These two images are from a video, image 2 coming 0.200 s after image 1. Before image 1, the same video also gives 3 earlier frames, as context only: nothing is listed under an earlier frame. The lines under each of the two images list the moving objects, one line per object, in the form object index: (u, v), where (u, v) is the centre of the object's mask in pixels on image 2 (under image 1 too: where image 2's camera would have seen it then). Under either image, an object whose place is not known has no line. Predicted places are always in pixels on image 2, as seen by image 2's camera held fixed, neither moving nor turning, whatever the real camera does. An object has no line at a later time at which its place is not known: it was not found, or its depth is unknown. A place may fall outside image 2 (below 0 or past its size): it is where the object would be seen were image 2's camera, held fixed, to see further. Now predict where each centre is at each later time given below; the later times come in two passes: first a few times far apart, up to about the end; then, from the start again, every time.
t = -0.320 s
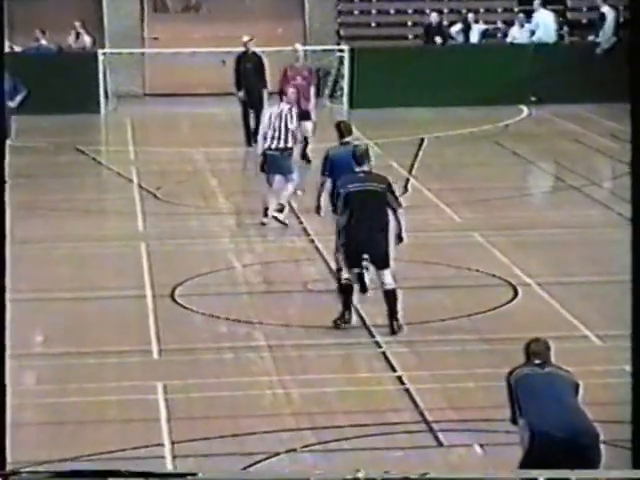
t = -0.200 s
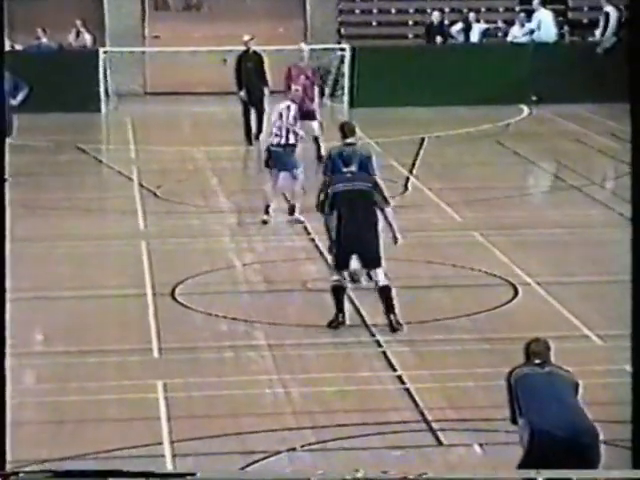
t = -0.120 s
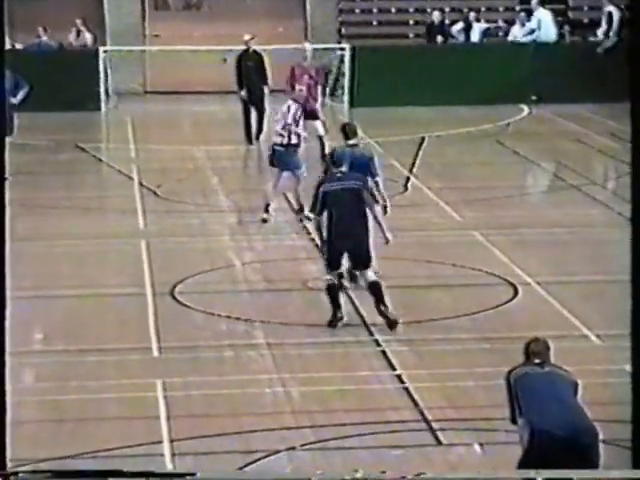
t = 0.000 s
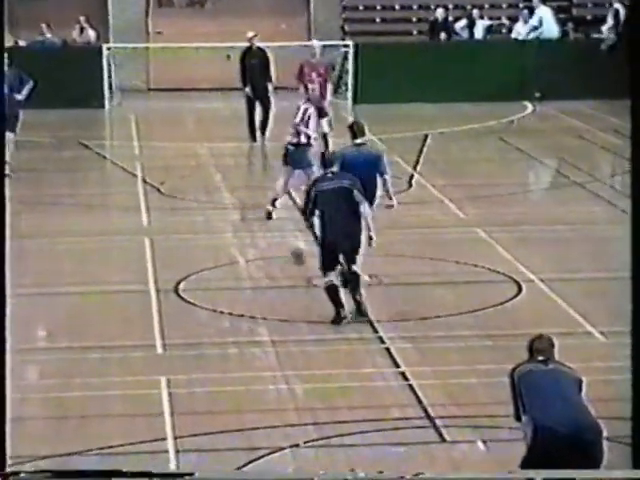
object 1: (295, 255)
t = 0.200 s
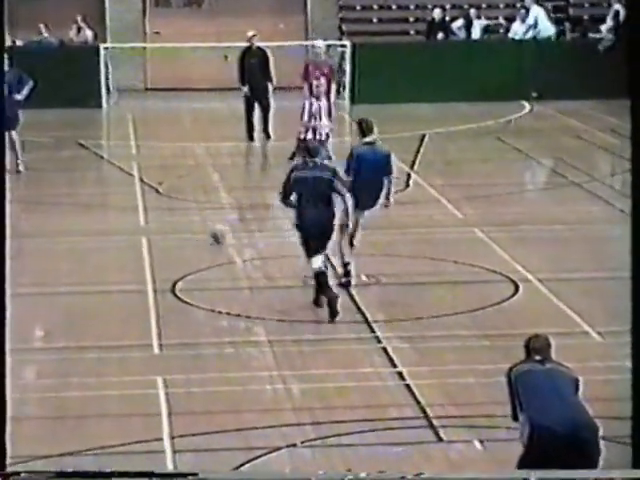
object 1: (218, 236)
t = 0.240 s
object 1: (204, 230)
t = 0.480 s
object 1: (135, 212)
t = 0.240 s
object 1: (204, 230)
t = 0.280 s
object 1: (192, 225)
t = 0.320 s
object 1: (178, 221)
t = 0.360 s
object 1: (166, 221)
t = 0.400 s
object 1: (154, 220)
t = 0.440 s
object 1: (143, 216)
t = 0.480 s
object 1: (135, 212)
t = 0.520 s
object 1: (126, 208)
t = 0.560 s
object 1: (116, 207)
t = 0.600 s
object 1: (106, 207)
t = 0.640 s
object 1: (97, 206)
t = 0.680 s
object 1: (90, 202)
